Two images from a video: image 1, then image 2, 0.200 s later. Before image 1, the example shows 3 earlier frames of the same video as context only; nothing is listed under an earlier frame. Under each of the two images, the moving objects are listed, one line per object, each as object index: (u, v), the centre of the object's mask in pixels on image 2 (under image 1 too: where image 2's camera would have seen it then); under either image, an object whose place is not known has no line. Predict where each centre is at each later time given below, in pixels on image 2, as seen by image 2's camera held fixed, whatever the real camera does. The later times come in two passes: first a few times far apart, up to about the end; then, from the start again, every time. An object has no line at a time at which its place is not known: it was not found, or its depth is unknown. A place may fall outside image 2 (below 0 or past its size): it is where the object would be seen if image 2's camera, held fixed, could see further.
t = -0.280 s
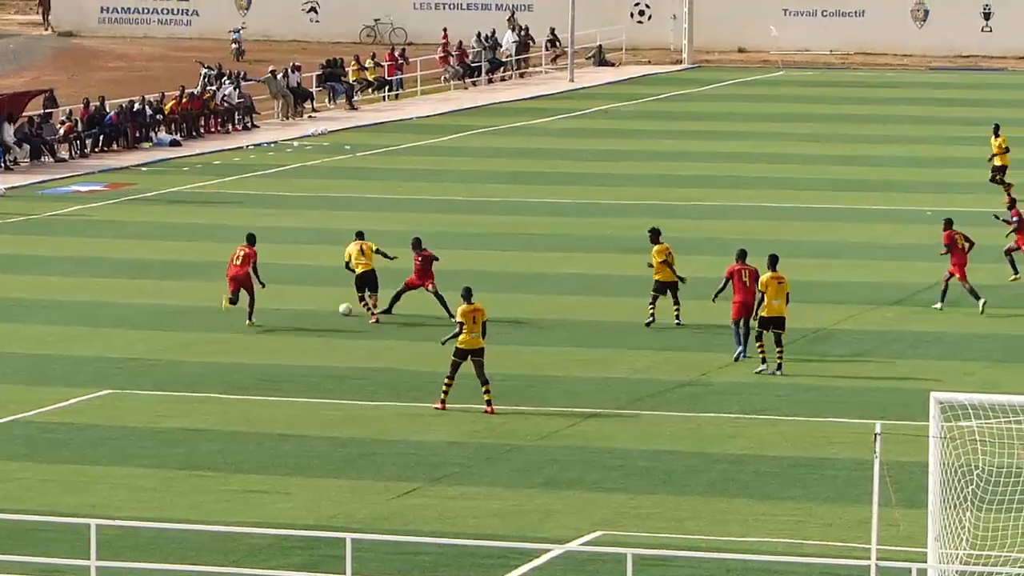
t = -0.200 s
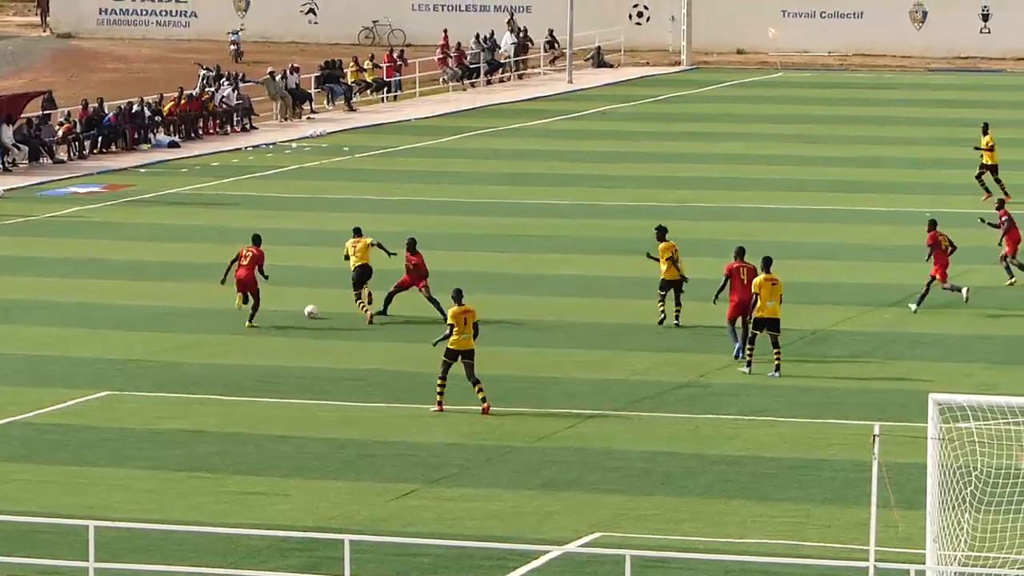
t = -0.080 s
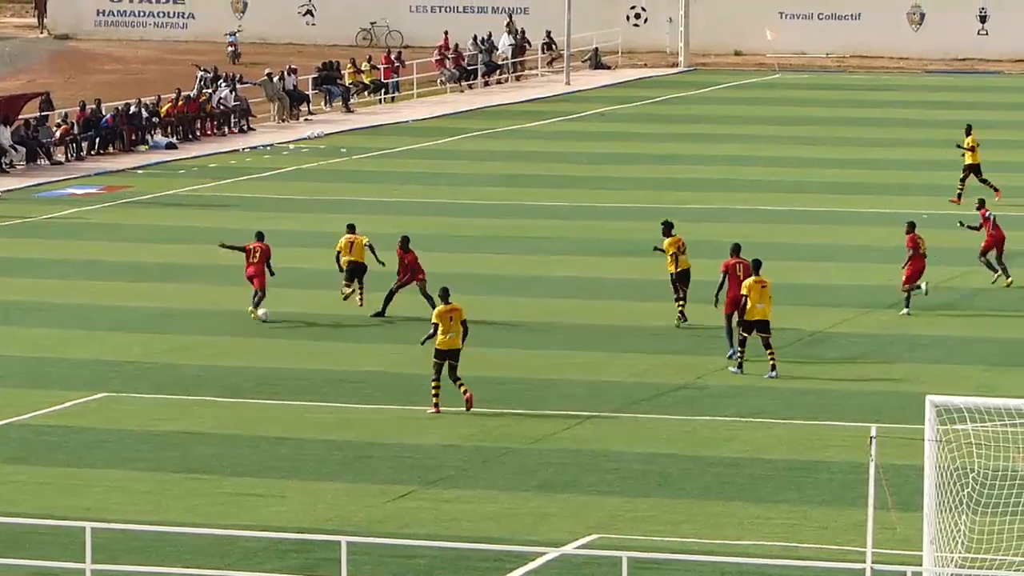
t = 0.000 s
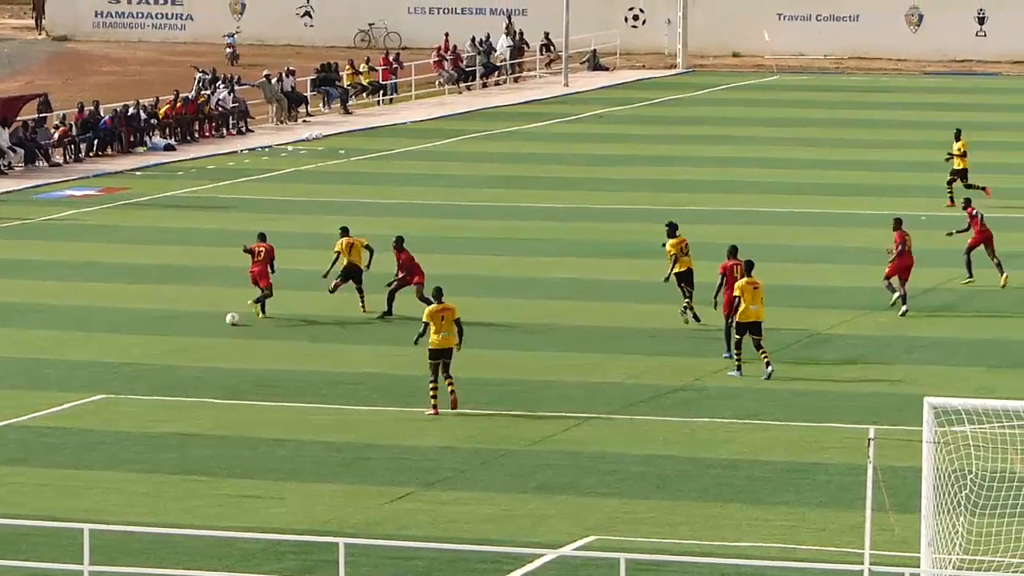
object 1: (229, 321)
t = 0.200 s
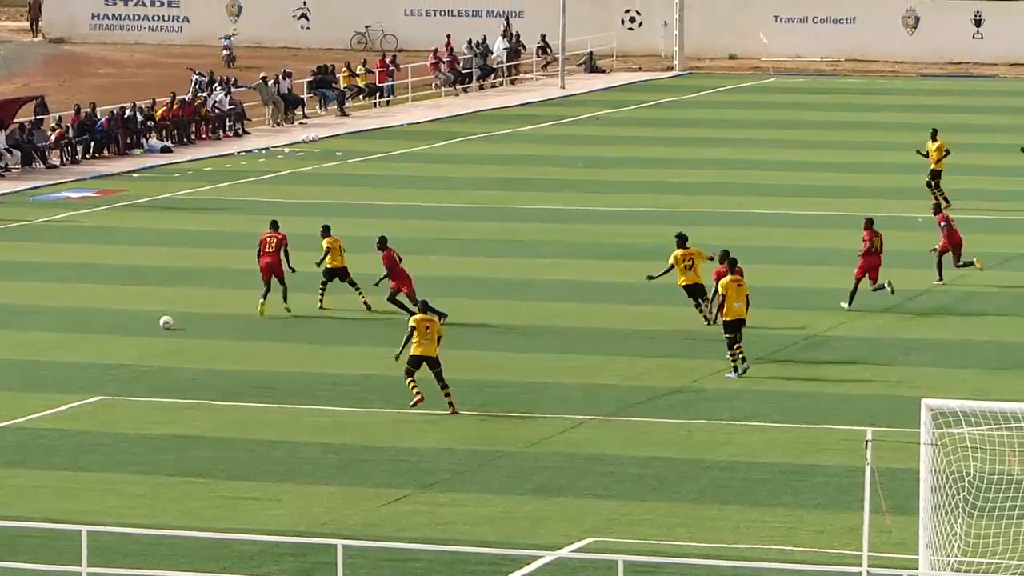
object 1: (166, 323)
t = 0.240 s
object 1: (153, 324)
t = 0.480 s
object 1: (82, 326)
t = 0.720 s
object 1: (9, 329)
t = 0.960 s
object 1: (-57, 331)
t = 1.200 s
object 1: (-126, 336)
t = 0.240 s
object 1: (153, 324)
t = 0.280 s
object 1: (141, 322)
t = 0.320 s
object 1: (132, 322)
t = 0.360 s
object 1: (119, 325)
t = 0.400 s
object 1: (108, 326)
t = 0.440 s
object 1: (94, 326)
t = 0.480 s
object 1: (82, 326)
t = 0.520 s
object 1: (69, 327)
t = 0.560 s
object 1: (56, 327)
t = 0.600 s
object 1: (43, 327)
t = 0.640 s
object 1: (32, 328)
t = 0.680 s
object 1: (21, 328)
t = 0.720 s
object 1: (9, 329)
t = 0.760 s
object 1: (-2, 330)
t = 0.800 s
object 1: (-14, 330)
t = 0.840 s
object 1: (-25, 330)
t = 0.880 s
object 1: (-36, 331)
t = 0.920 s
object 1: (-46, 331)
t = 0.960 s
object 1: (-57, 331)
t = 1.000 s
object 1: (-70, 332)
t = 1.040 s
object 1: (-80, 334)
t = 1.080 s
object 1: (-92, 334)
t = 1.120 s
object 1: (-104, 334)
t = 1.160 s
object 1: (-115, 336)
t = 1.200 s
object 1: (-126, 336)
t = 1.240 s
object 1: (-137, 336)
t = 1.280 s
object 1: (-148, 337)
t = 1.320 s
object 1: (-159, 338)
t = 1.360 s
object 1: (-170, 338)
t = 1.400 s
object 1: (-182, 338)
